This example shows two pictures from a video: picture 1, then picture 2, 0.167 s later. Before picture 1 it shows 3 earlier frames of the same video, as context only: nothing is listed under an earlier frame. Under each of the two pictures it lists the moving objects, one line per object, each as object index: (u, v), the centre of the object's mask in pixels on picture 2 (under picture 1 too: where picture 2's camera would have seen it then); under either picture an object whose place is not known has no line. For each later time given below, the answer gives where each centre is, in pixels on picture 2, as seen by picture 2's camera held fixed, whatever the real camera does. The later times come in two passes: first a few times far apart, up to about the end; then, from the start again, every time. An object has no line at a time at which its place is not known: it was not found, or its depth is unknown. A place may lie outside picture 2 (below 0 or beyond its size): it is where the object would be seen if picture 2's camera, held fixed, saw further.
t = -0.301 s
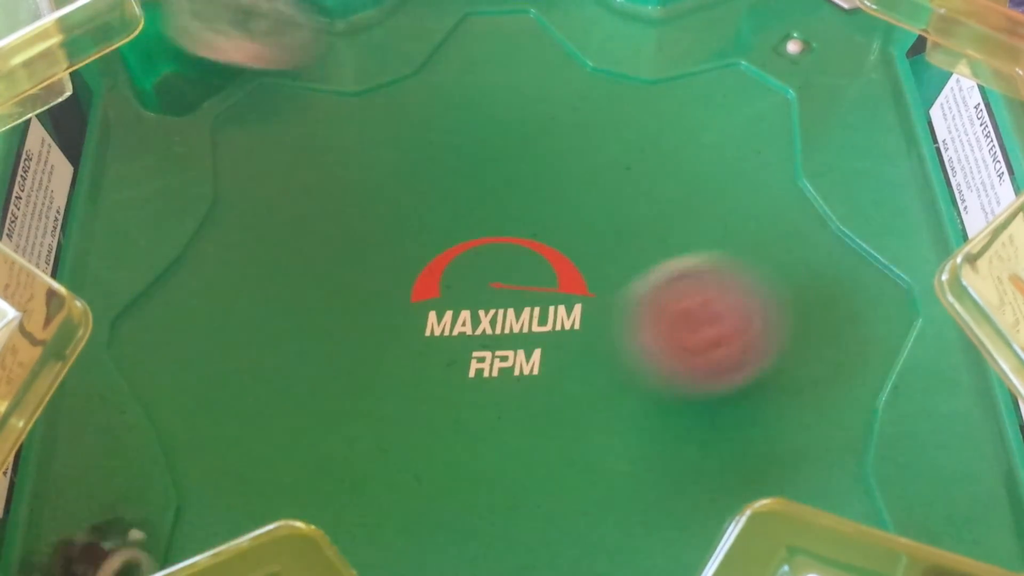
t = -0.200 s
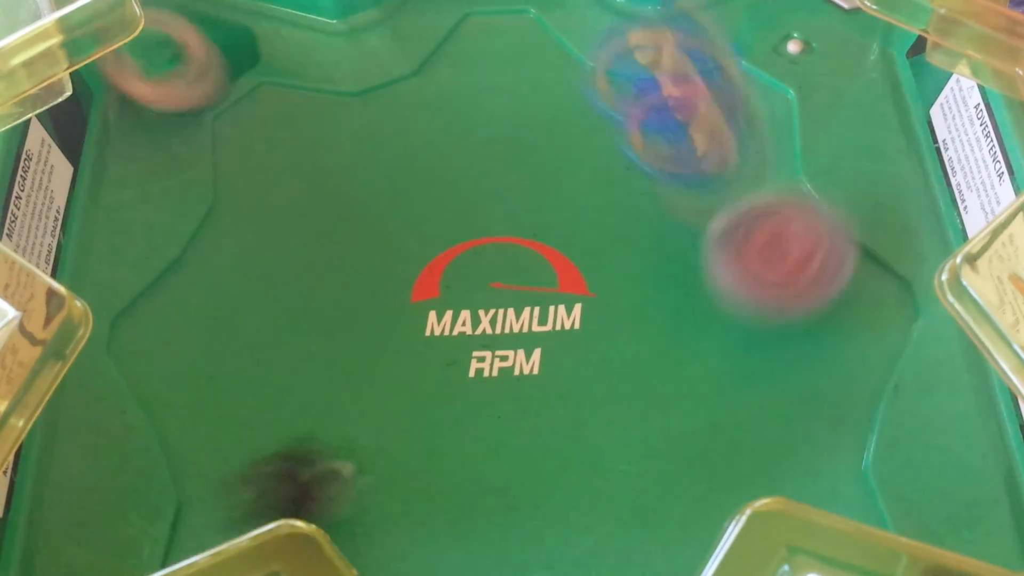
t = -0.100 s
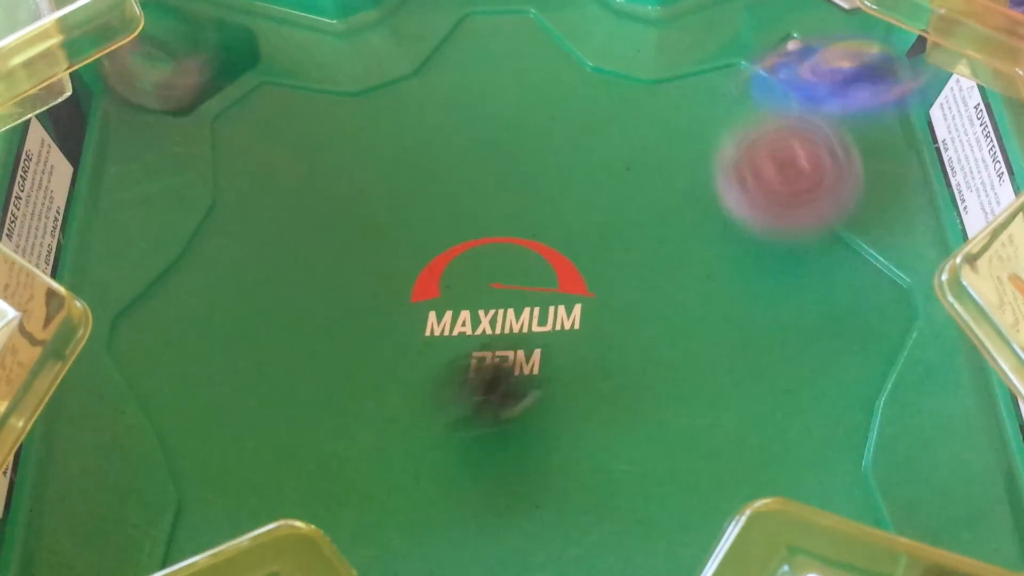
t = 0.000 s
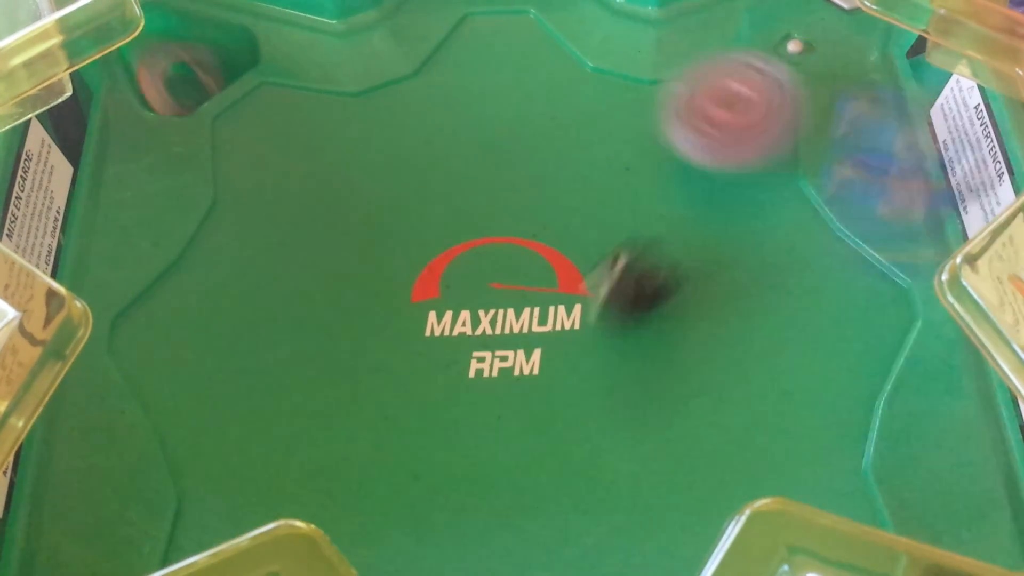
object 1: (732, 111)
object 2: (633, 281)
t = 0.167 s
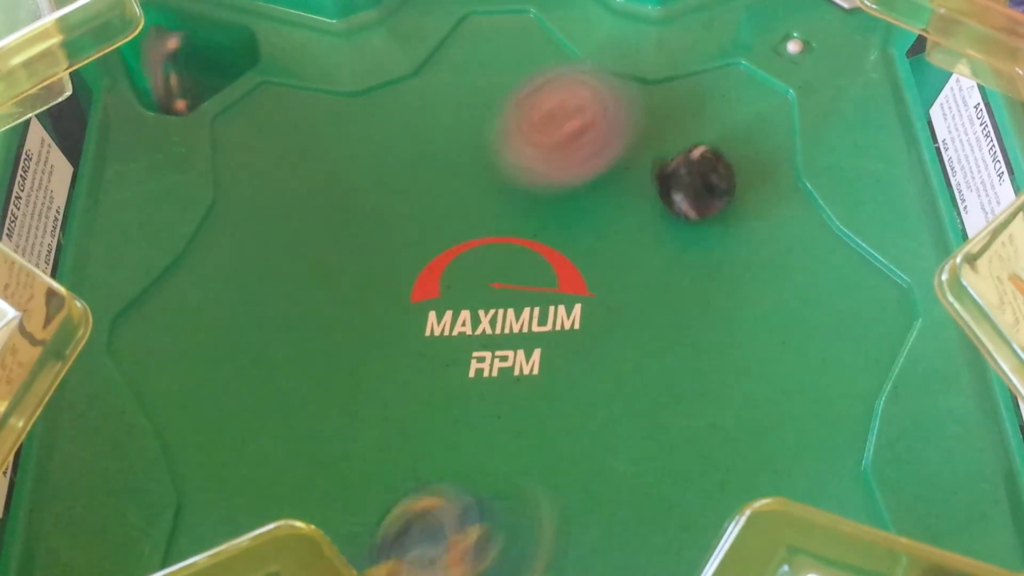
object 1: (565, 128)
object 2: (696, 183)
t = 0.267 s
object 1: (495, 212)
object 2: (683, 170)
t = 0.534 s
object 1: (573, 469)
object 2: (581, 270)
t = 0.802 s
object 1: (784, 435)
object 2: (566, 294)
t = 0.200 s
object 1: (537, 151)
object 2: (693, 172)
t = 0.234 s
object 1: (513, 179)
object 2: (690, 167)
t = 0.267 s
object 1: (495, 212)
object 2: (683, 170)
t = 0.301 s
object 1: (484, 242)
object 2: (669, 177)
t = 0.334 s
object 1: (477, 277)
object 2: (654, 191)
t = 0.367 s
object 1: (476, 314)
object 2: (637, 206)
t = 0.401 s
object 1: (484, 353)
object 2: (623, 221)
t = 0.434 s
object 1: (500, 395)
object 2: (609, 235)
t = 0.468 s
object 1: (523, 427)
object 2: (597, 248)
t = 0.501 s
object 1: (544, 448)
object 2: (587, 260)
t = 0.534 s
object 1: (573, 469)
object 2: (581, 270)
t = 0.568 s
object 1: (606, 484)
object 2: (574, 278)
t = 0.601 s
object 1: (640, 494)
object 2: (570, 284)
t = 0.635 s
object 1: (666, 494)
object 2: (567, 288)
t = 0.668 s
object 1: (695, 486)
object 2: (566, 292)
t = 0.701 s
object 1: (725, 474)
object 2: (566, 293)
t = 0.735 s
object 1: (753, 462)
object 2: (566, 293)
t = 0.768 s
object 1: (775, 449)
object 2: (566, 293)
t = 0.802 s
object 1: (784, 435)
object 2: (566, 294)
